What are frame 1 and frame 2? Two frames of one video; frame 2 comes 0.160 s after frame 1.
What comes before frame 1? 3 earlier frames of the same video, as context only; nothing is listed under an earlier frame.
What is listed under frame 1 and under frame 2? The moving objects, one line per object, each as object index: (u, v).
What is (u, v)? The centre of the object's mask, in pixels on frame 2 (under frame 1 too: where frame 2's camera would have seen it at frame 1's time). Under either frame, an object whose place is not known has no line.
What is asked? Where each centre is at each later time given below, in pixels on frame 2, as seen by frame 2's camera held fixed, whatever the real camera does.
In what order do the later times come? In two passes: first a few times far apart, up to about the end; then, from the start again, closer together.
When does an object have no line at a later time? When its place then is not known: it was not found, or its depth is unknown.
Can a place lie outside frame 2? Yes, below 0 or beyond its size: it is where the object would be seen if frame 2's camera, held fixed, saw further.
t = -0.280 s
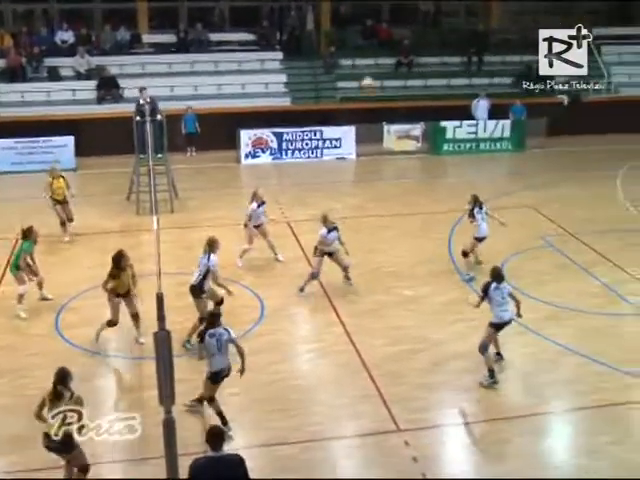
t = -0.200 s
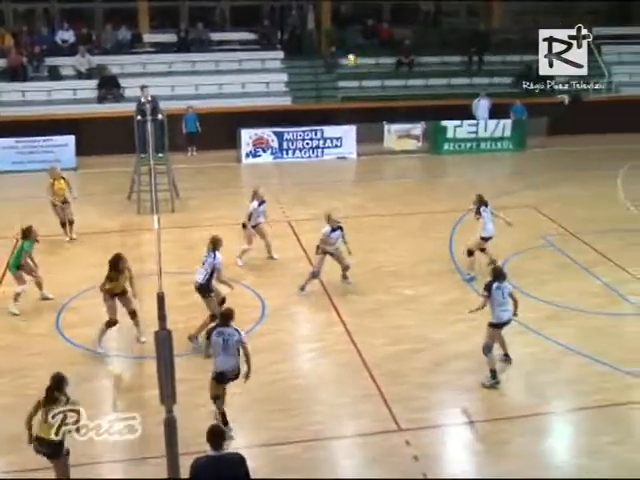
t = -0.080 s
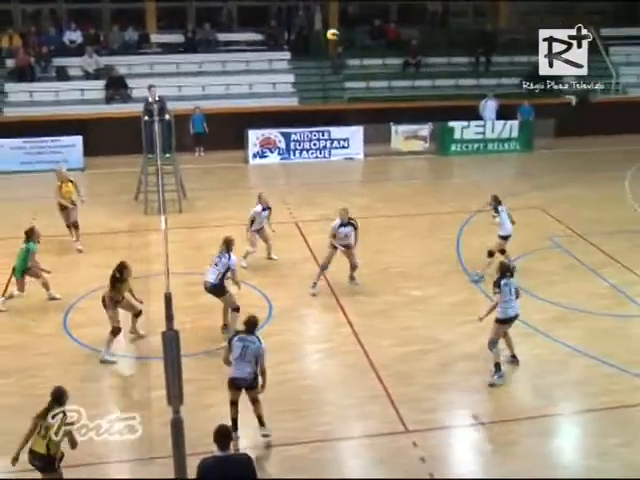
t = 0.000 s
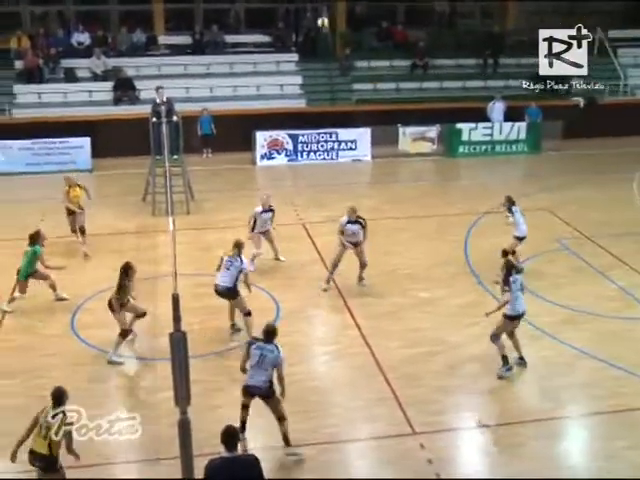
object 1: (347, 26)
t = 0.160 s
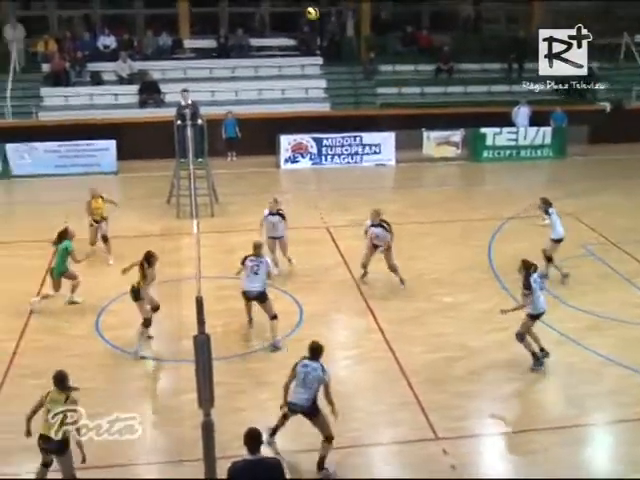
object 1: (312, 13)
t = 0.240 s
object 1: (293, 11)
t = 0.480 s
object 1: (241, 28)
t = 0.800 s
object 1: (177, 106)
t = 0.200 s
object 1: (303, 12)
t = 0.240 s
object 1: (293, 11)
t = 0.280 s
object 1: (284, 11)
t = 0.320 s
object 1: (276, 13)
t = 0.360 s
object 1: (267, 15)
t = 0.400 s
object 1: (258, 19)
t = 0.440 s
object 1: (250, 24)
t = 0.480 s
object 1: (241, 28)
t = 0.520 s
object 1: (233, 36)
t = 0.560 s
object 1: (225, 44)
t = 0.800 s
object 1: (177, 106)
